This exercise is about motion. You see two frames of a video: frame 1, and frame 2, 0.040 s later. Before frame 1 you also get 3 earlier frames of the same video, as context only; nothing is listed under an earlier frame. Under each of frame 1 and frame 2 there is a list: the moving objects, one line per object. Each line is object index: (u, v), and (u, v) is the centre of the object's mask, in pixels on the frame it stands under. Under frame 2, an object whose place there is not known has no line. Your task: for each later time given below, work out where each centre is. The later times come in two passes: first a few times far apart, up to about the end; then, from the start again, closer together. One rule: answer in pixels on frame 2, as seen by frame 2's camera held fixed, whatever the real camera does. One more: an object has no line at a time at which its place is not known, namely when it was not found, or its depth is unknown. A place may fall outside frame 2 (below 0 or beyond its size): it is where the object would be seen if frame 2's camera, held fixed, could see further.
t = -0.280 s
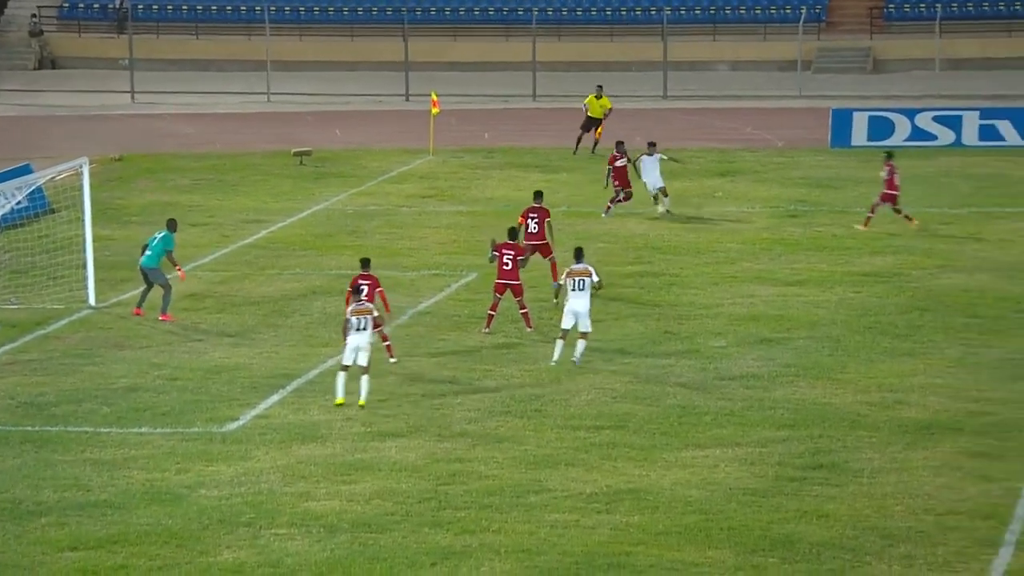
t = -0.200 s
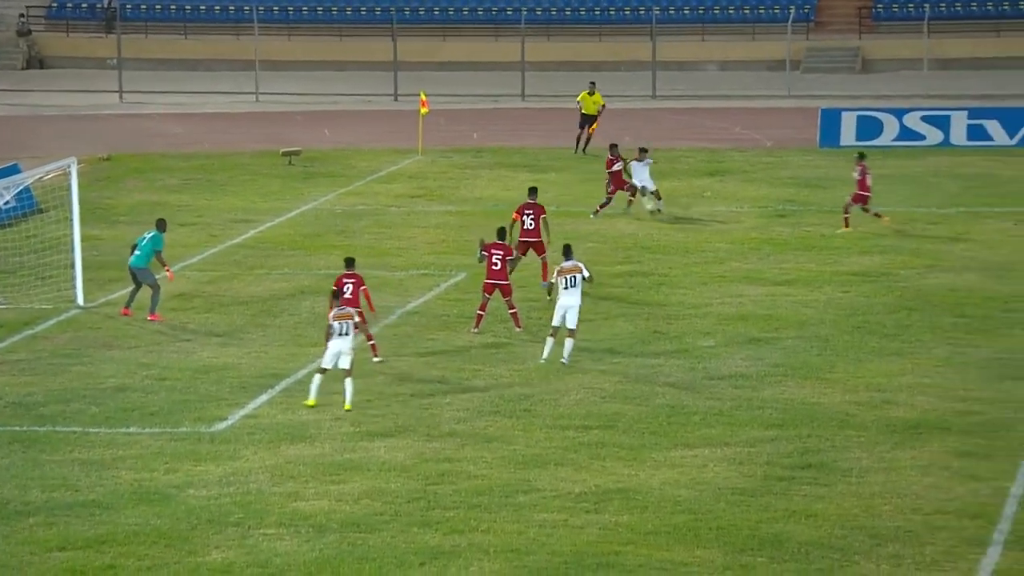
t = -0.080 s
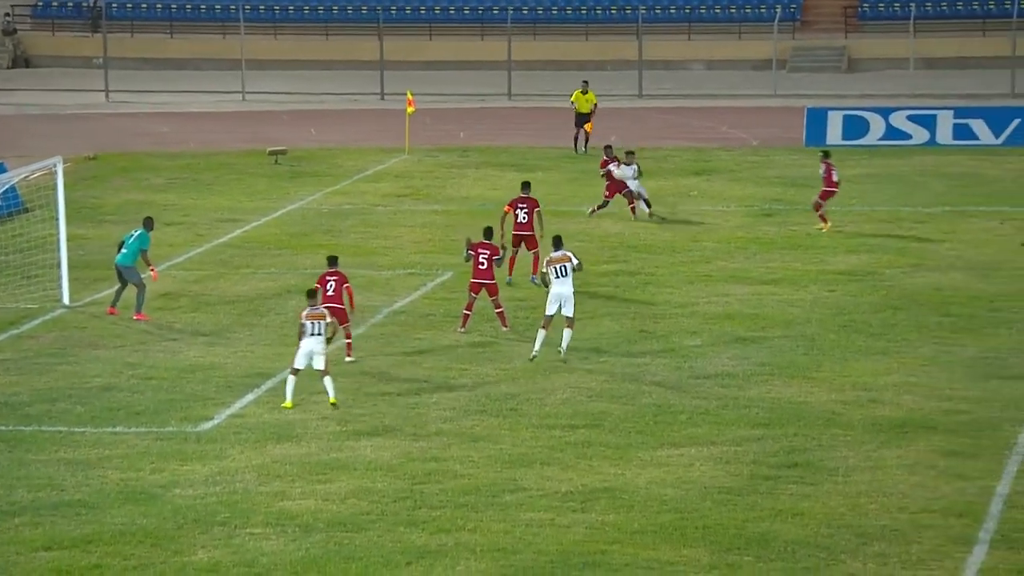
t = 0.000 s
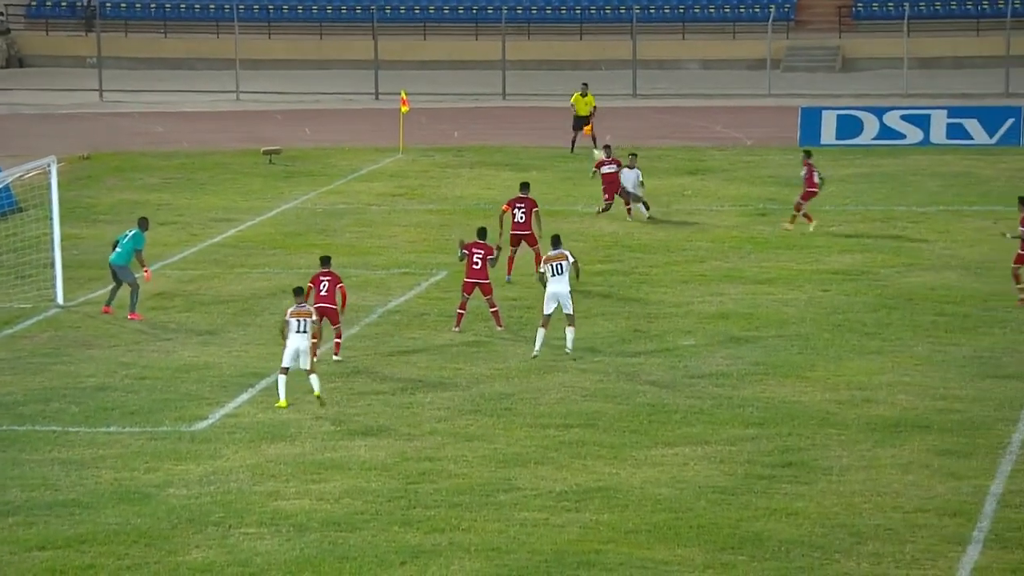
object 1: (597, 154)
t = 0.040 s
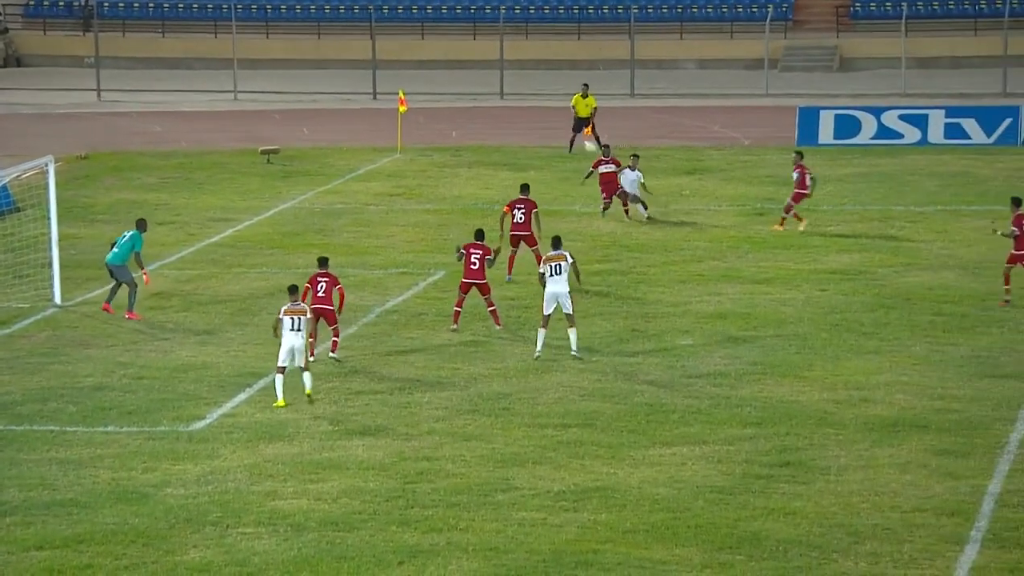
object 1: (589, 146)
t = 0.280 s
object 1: (542, 109)
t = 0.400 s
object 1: (517, 101)
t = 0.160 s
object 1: (567, 125)
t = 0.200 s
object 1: (558, 119)
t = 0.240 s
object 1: (551, 114)
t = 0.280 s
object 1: (542, 109)
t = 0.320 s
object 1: (534, 106)
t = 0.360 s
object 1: (525, 104)
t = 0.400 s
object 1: (517, 101)
